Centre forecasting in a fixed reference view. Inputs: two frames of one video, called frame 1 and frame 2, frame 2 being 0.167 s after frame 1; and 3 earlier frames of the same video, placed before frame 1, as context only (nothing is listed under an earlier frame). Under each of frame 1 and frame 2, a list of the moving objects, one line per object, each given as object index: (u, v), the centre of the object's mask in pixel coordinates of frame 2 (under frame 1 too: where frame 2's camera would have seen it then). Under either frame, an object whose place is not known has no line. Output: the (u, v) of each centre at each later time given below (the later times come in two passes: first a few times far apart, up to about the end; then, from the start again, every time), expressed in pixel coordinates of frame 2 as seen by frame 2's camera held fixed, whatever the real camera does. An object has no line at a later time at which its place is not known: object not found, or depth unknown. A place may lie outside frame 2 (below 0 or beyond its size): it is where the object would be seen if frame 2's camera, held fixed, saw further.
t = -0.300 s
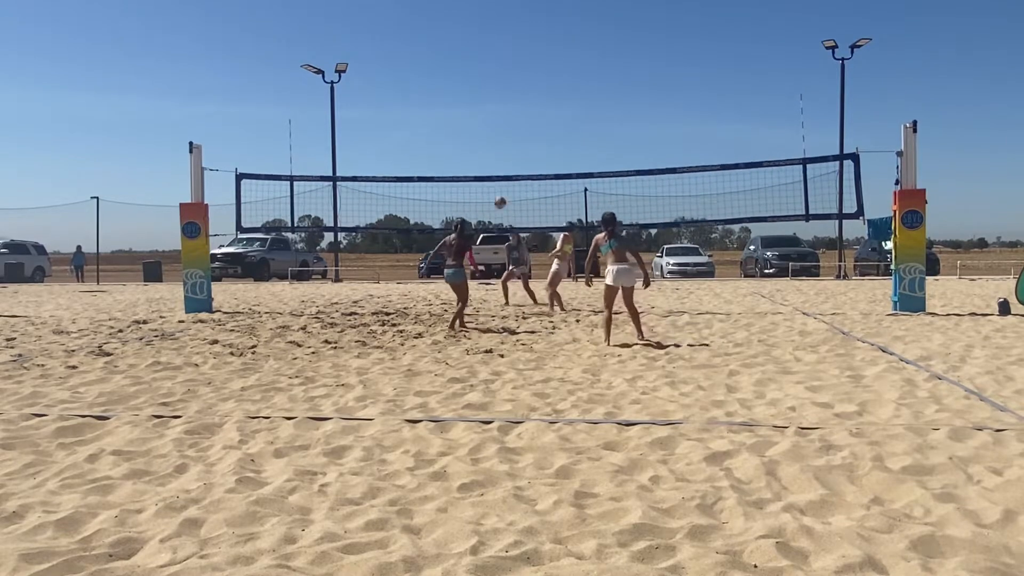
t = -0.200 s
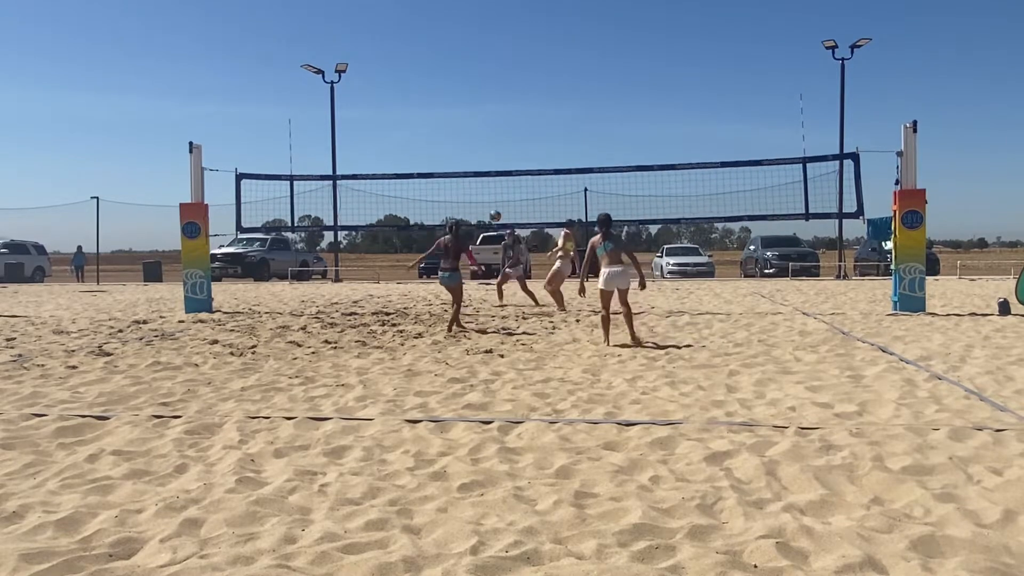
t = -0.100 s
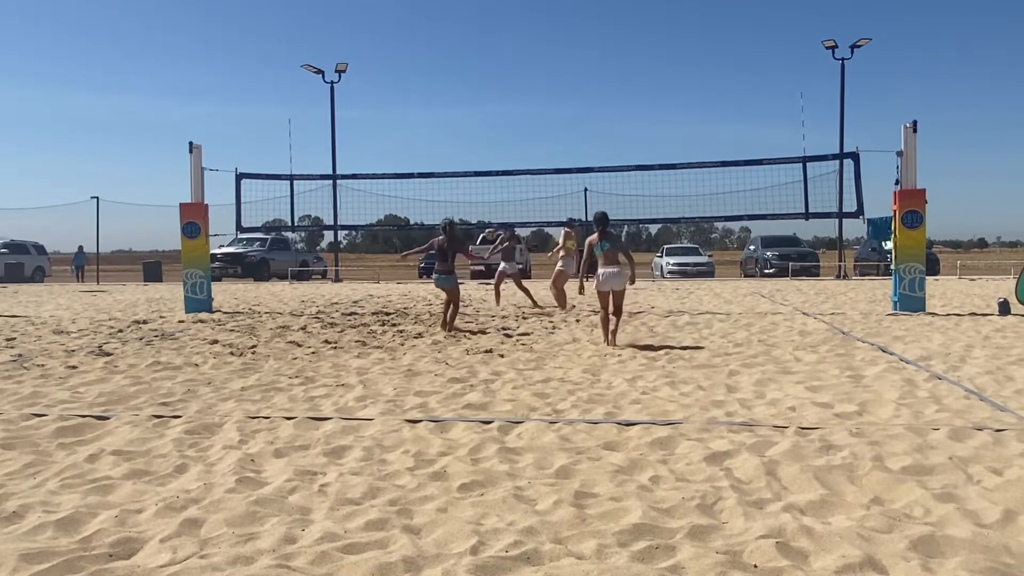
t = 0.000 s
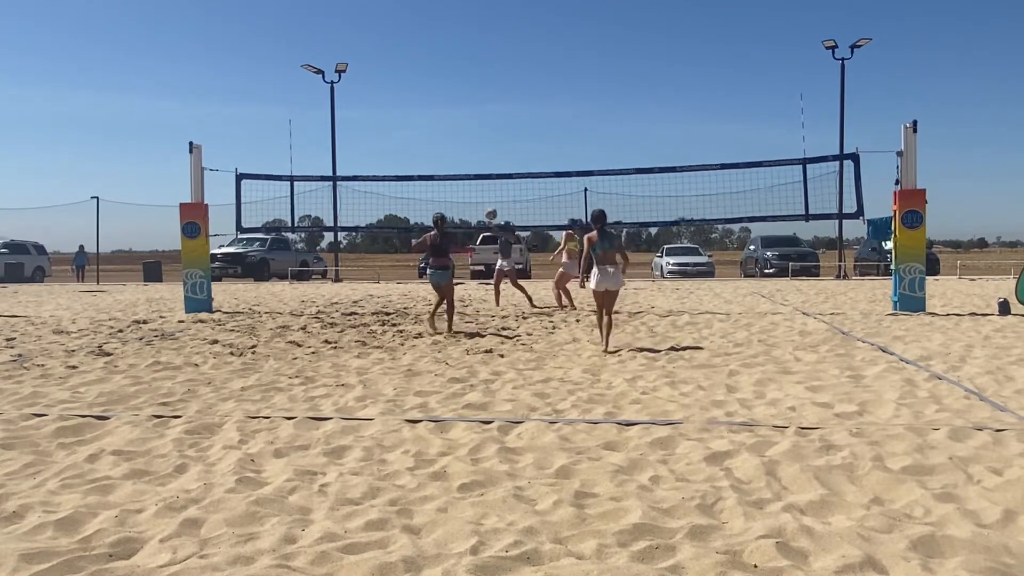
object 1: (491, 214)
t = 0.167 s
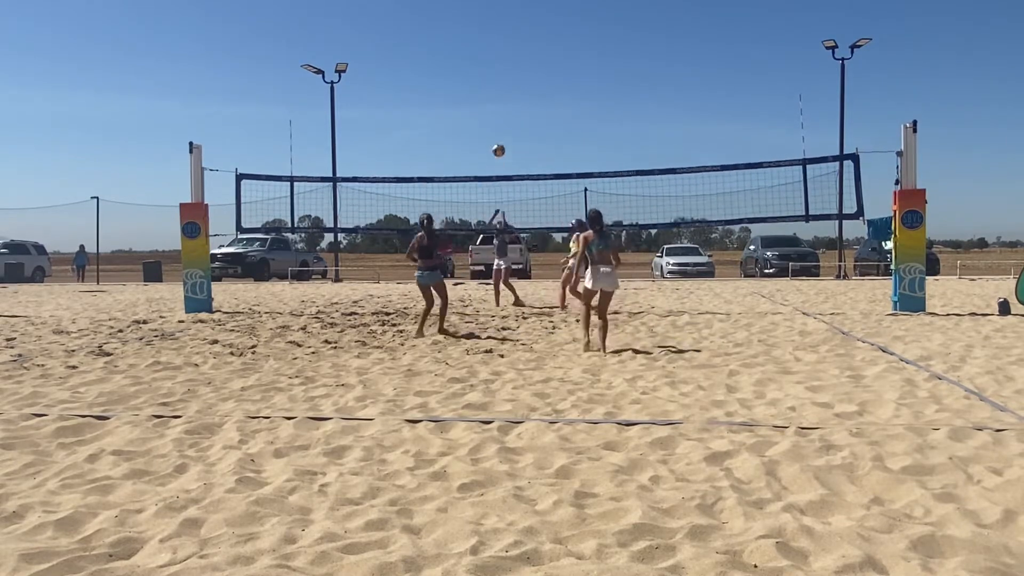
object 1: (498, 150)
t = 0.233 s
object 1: (502, 128)
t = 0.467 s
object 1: (517, 64)
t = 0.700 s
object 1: (535, 30)
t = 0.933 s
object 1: (558, 35)
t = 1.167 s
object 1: (586, 90)
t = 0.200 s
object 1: (500, 139)
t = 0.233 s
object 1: (502, 128)
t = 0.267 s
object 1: (504, 117)
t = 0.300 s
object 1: (506, 107)
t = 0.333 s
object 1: (508, 97)
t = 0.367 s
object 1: (511, 88)
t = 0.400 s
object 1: (513, 79)
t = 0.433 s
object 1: (515, 71)
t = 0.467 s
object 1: (517, 64)
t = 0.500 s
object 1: (520, 57)
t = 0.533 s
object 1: (522, 50)
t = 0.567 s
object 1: (524, 45)
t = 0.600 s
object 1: (527, 40)
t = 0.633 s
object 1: (530, 36)
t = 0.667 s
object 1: (532, 32)
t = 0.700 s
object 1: (535, 30)
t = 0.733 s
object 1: (538, 28)
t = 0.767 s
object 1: (541, 27)
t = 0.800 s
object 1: (545, 26)
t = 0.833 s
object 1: (548, 27)
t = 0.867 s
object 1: (551, 29)
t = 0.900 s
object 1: (555, 31)
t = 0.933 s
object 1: (558, 35)
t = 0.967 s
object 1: (562, 39)
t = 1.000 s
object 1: (565, 45)
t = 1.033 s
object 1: (570, 51)
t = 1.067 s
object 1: (574, 60)
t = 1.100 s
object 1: (578, 69)
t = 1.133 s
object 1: (582, 79)
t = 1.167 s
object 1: (586, 90)
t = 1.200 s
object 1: (591, 103)
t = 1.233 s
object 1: (595, 117)
